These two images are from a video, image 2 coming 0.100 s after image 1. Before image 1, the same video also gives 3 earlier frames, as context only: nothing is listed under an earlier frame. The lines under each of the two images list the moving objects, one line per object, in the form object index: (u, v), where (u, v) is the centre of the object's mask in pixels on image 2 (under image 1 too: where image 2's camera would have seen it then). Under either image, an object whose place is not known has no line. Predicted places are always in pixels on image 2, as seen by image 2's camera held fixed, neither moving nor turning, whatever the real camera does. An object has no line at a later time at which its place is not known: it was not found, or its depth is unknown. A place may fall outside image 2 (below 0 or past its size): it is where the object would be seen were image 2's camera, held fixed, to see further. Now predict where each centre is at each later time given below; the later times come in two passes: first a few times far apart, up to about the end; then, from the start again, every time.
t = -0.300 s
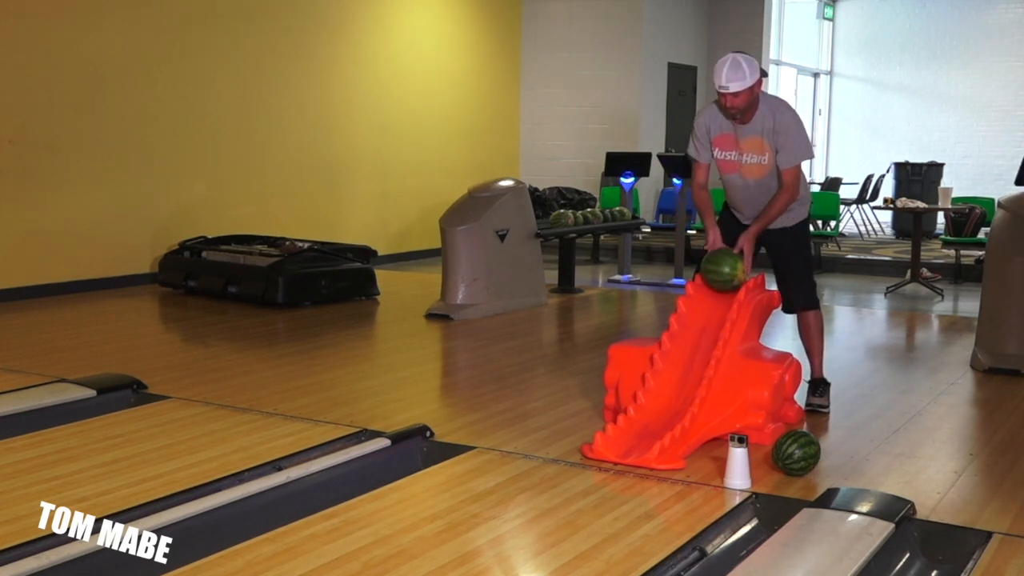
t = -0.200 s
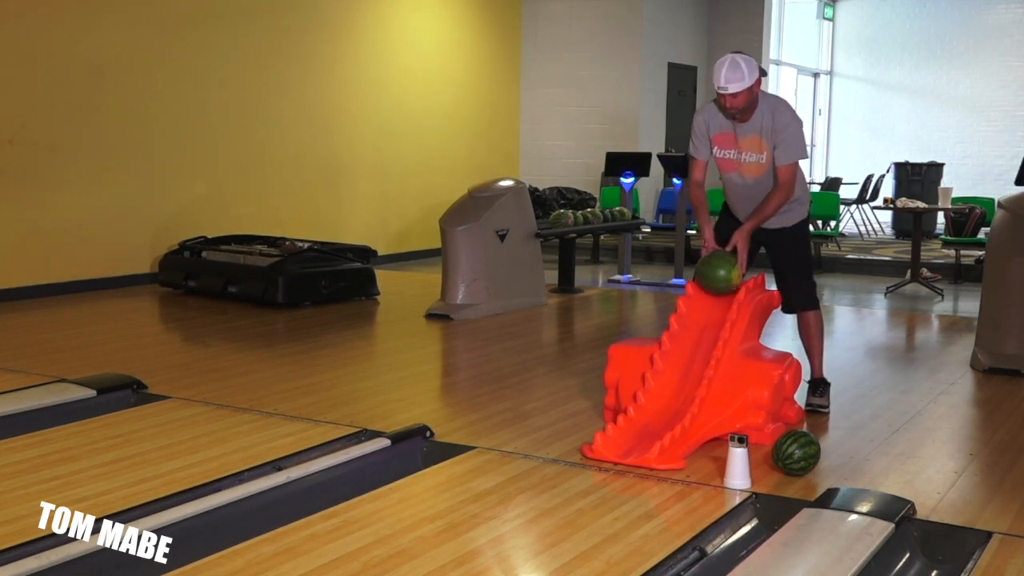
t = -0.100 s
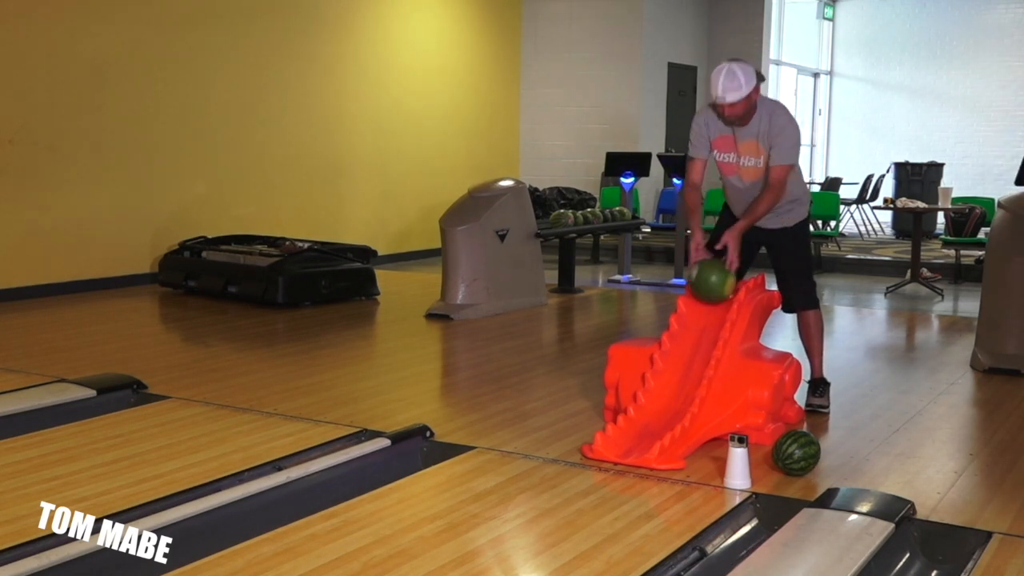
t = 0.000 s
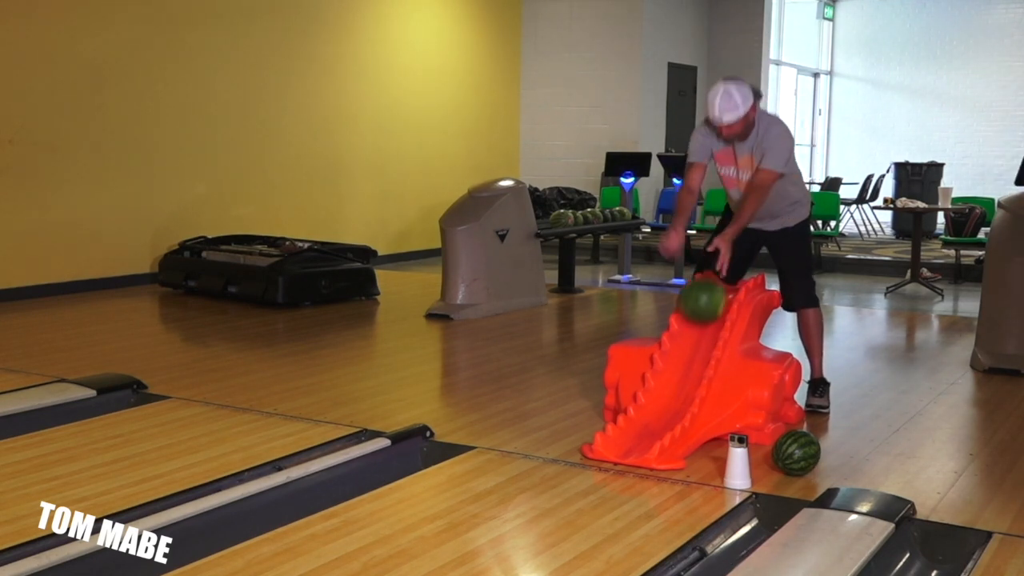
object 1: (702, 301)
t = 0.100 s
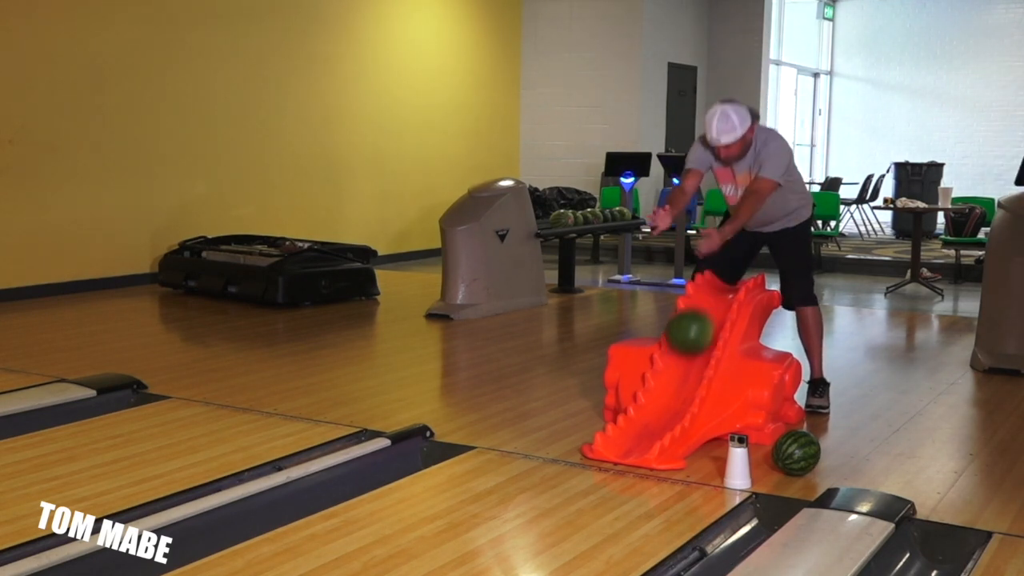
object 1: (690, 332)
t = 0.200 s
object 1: (675, 373)
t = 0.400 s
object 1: (618, 437)
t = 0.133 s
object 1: (685, 345)
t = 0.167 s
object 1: (681, 359)
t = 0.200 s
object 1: (675, 373)
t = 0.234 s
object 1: (667, 390)
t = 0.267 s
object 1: (659, 405)
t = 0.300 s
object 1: (649, 414)
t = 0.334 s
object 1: (639, 421)
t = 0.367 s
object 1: (629, 428)
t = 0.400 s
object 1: (618, 437)
